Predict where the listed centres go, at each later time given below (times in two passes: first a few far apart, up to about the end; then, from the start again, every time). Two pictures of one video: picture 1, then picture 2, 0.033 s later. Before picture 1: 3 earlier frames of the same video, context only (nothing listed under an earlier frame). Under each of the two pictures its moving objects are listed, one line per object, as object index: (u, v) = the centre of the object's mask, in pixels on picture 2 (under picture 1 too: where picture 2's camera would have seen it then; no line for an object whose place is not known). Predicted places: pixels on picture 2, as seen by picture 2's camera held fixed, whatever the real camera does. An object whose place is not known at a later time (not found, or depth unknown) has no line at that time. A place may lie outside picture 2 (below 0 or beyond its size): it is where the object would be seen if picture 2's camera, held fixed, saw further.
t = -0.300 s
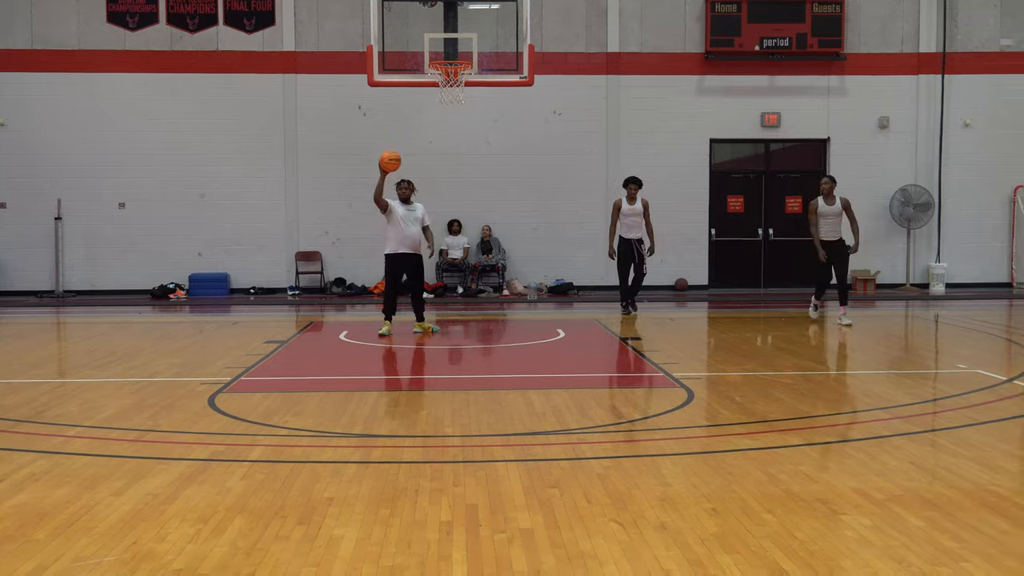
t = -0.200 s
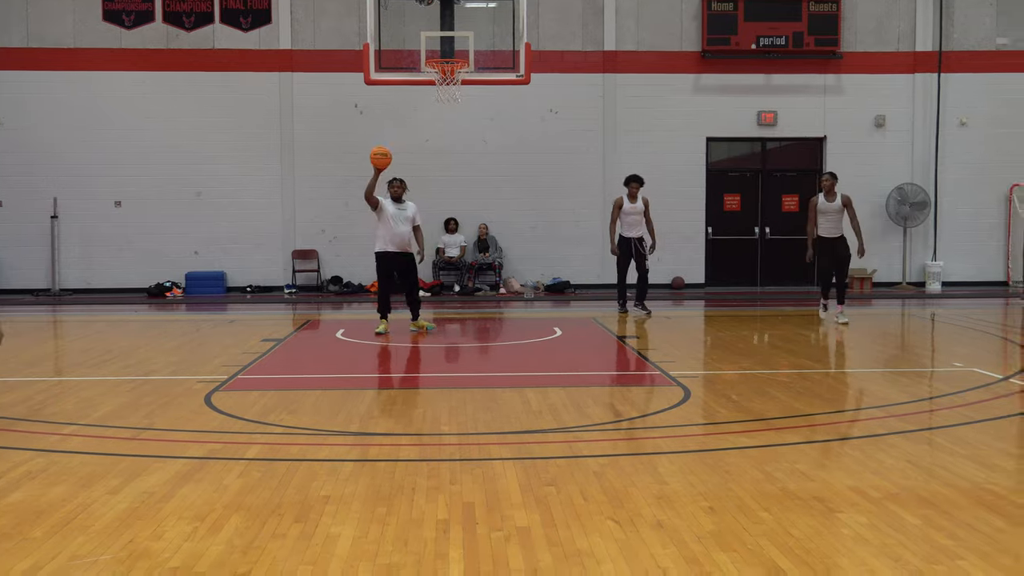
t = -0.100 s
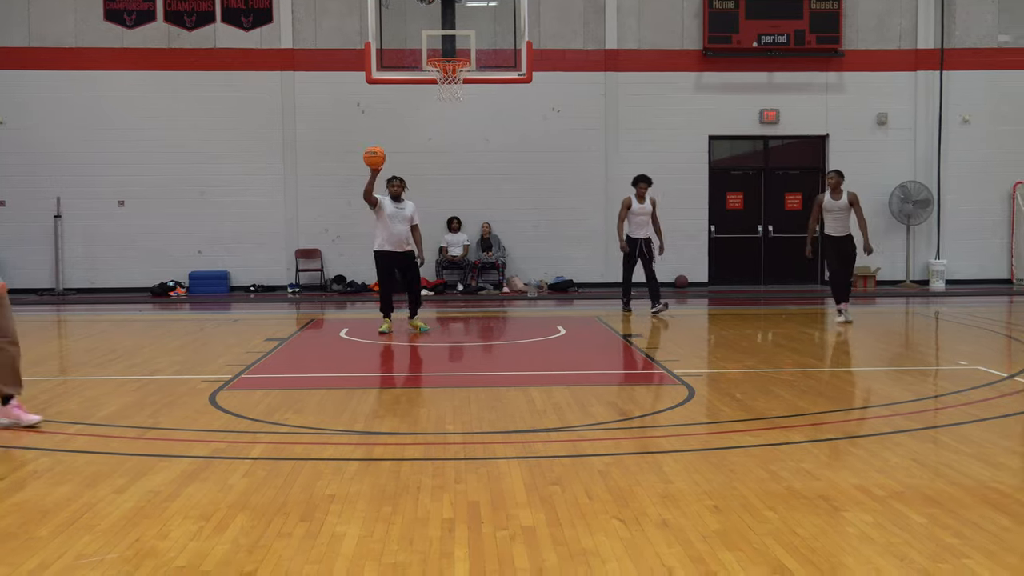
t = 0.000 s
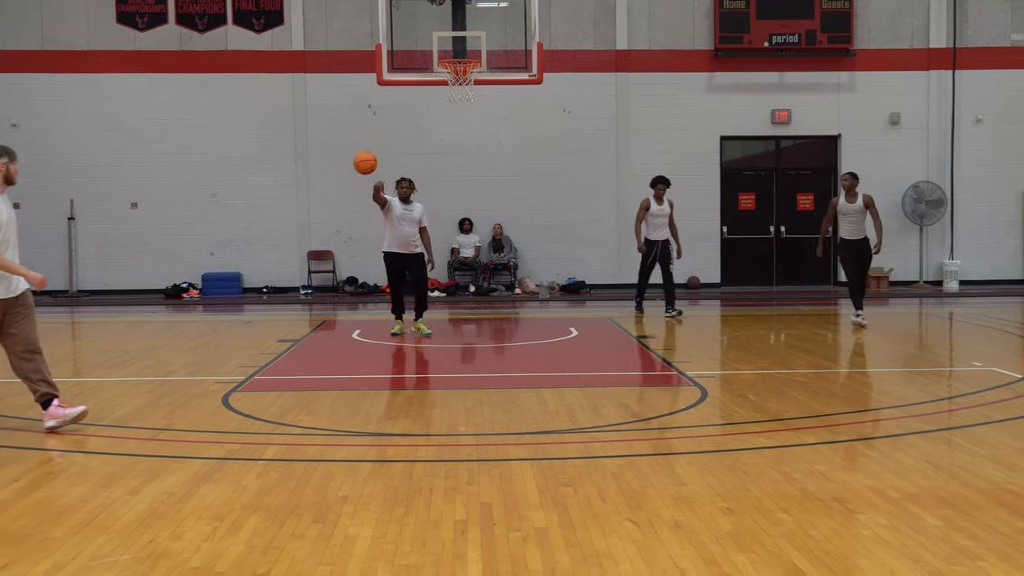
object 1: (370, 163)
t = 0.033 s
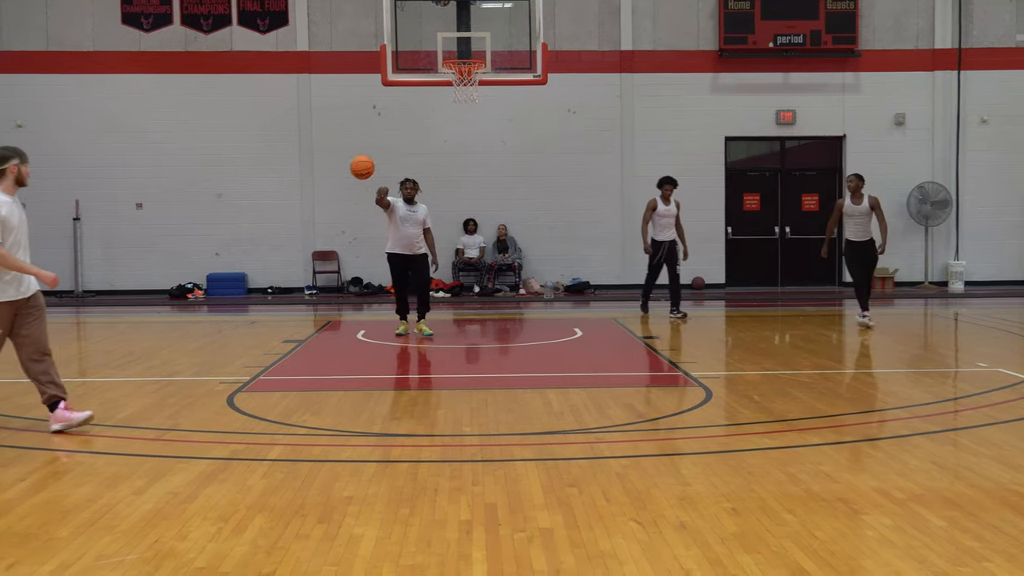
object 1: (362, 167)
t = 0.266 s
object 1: (300, 235)
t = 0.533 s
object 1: (209, 362)
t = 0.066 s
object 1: (354, 172)
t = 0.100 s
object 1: (346, 179)
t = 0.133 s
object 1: (338, 186)
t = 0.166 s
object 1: (329, 196)
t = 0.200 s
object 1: (320, 207)
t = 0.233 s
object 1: (311, 220)
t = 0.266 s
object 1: (300, 235)
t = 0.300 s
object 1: (290, 251)
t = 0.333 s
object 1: (280, 269)
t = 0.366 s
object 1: (268, 290)
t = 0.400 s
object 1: (254, 313)
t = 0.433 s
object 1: (241, 340)
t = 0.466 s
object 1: (228, 369)
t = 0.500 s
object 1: (217, 379)
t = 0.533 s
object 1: (209, 362)
